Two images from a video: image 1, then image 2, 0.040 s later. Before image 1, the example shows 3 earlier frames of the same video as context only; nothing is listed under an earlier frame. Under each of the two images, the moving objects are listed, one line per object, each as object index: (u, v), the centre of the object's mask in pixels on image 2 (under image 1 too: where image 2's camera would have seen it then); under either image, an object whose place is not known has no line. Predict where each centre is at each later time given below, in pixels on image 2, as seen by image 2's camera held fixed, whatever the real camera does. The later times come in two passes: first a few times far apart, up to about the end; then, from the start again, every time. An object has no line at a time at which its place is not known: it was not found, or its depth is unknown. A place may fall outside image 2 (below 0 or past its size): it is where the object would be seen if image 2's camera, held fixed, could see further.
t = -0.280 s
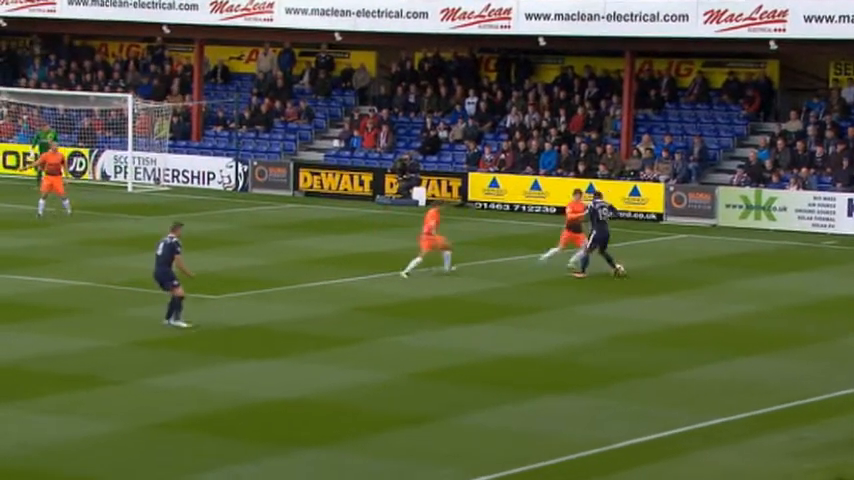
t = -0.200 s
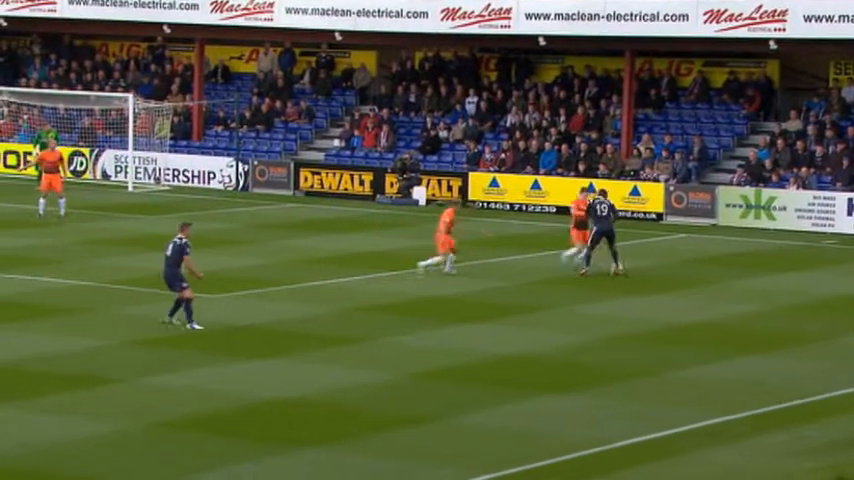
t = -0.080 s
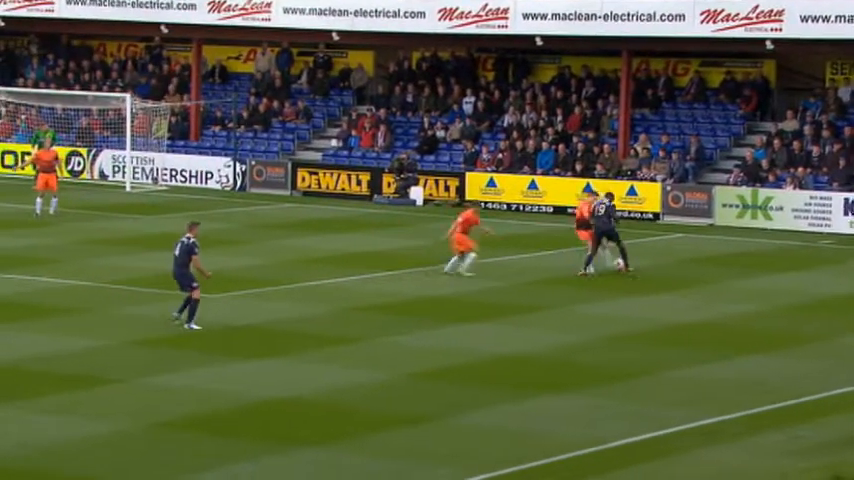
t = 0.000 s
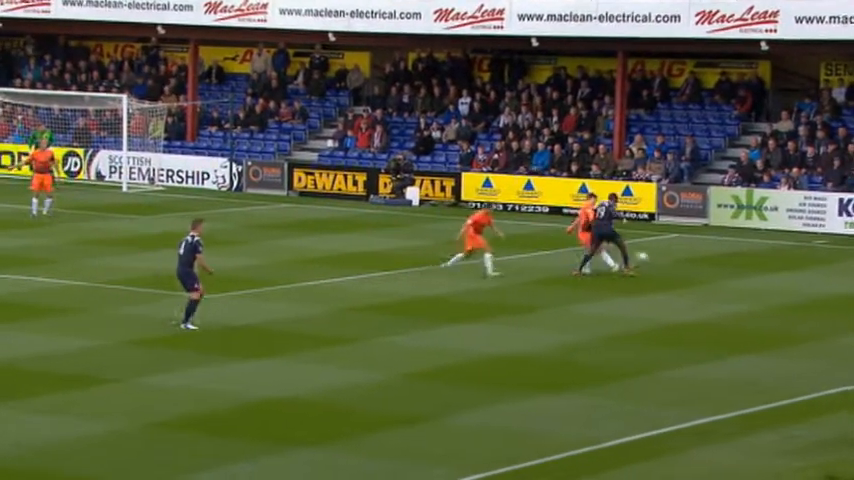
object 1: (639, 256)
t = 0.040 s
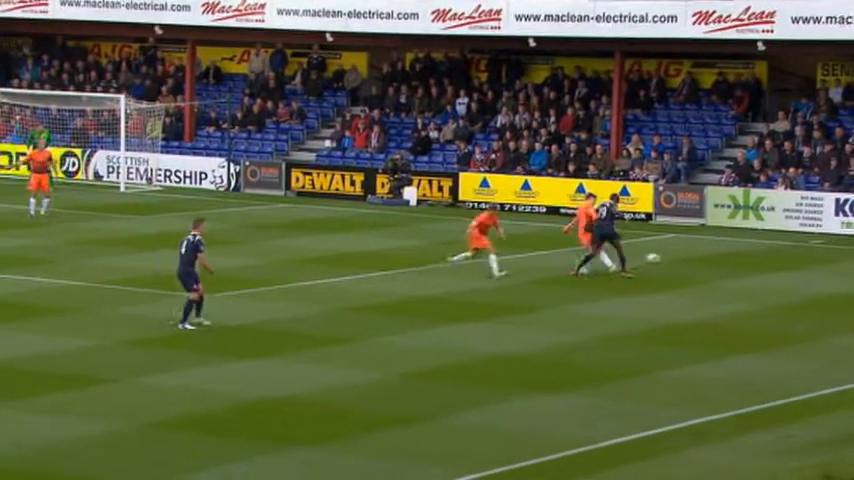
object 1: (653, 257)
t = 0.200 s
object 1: (706, 265)
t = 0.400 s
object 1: (759, 261)
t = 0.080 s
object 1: (667, 259)
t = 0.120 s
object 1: (680, 261)
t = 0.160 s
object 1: (693, 264)
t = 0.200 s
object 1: (706, 265)
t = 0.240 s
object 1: (717, 263)
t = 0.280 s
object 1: (727, 261)
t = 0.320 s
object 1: (738, 260)
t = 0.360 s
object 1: (749, 260)
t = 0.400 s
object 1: (759, 261)
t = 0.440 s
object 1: (770, 262)
